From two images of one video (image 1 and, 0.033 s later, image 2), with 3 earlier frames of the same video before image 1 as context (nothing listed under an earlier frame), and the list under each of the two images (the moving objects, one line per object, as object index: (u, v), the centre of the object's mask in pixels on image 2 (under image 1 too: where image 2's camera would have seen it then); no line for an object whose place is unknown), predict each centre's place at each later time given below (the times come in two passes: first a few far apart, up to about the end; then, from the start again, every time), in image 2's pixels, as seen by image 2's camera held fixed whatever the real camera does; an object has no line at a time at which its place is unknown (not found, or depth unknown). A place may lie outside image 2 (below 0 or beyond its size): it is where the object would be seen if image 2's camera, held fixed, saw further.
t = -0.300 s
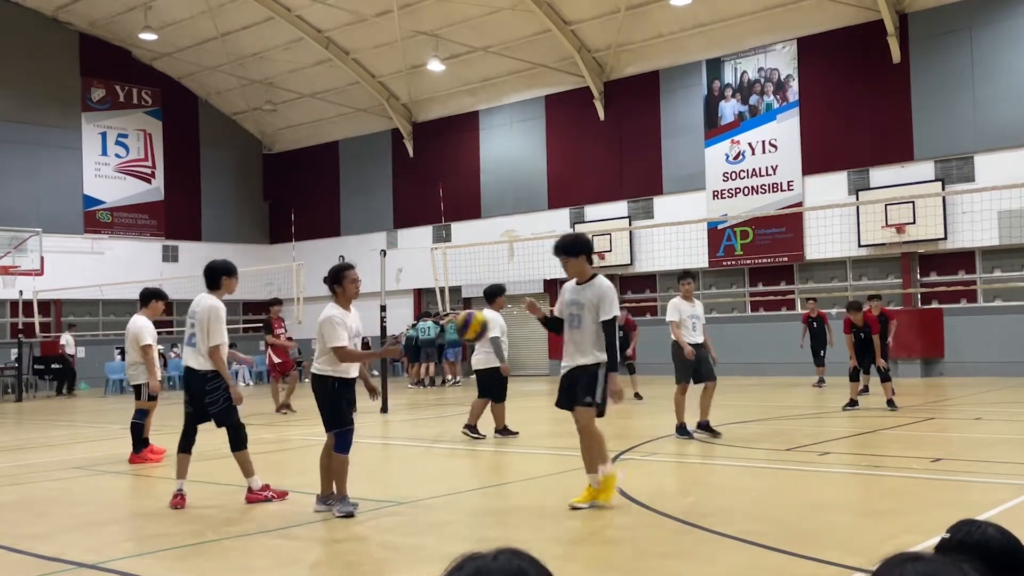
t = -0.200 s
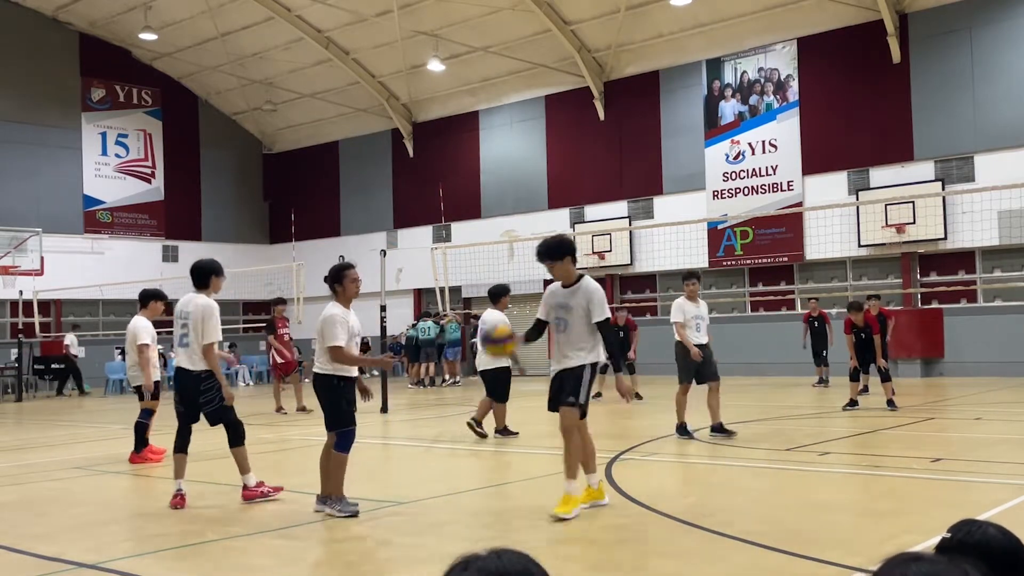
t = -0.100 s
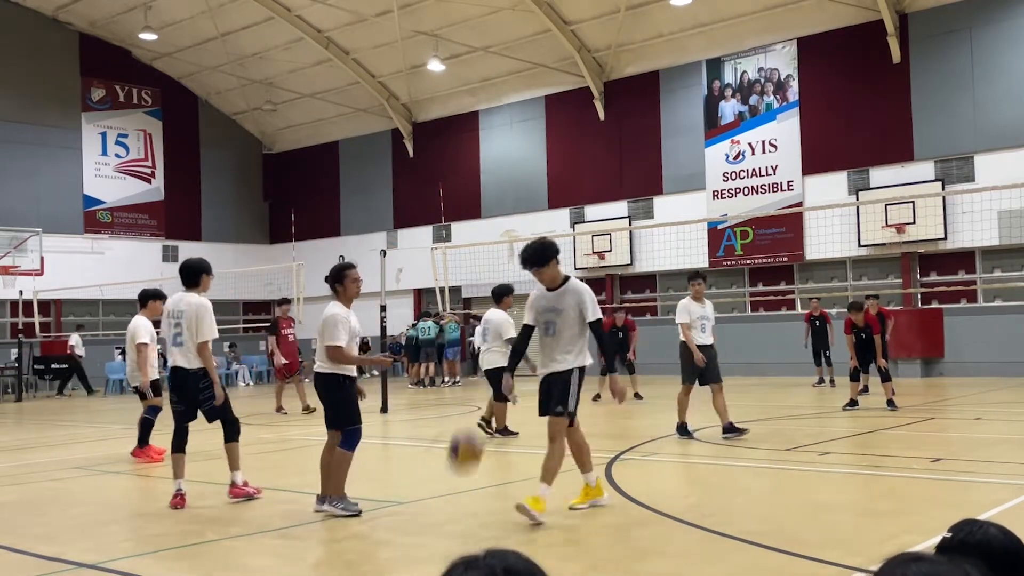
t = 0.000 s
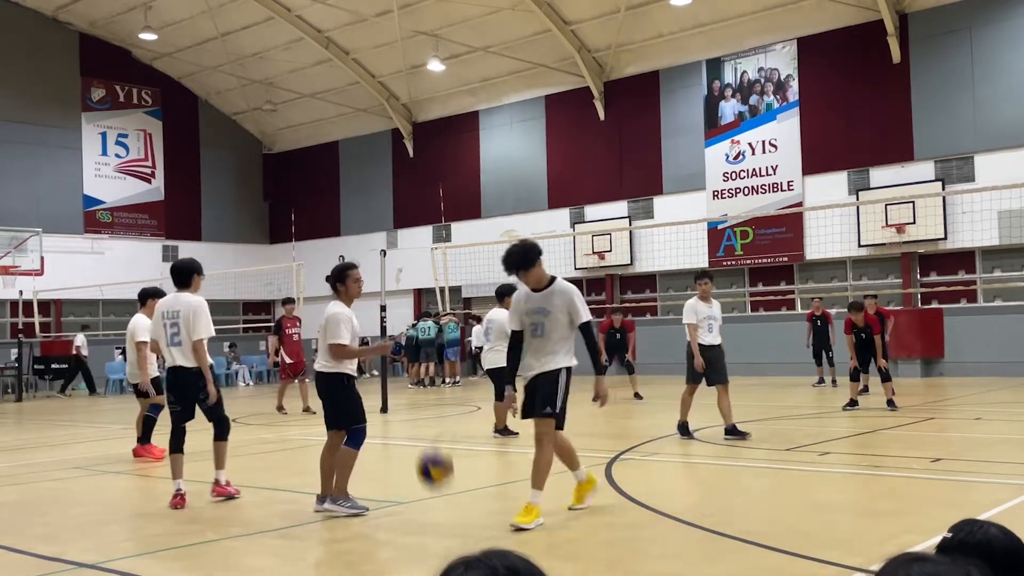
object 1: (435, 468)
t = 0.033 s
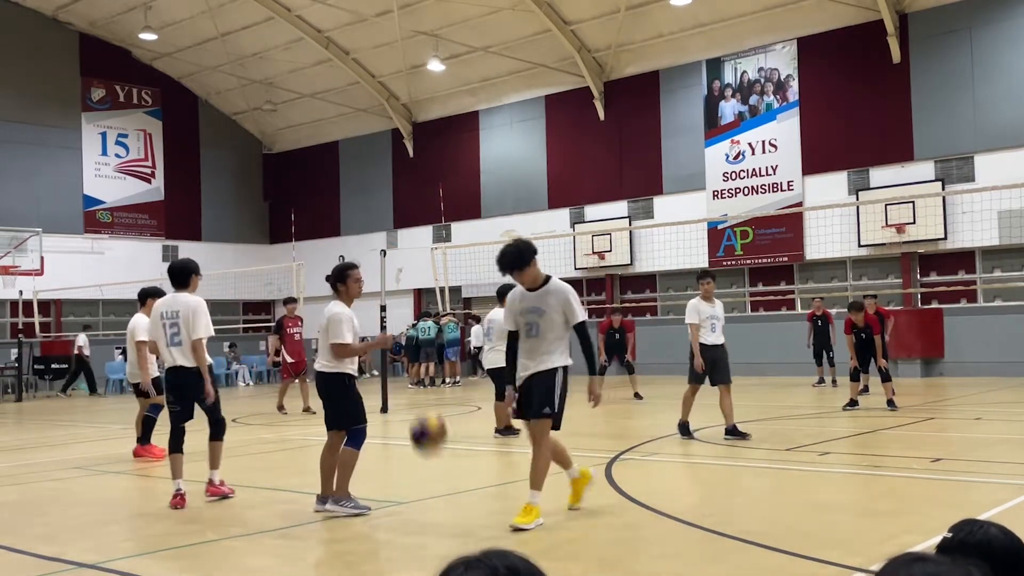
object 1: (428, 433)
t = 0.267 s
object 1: (380, 242)
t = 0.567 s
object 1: (313, 127)
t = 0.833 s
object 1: (252, 160)
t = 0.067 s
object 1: (421, 401)
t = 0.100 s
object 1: (416, 368)
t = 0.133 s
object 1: (409, 344)
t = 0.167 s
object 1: (402, 313)
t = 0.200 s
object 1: (394, 289)
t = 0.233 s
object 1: (387, 265)
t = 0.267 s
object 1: (380, 242)
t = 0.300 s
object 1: (373, 221)
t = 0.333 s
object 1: (366, 203)
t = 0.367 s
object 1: (358, 187)
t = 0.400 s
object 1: (351, 172)
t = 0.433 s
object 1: (343, 159)
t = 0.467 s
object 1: (335, 148)
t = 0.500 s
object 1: (328, 139)
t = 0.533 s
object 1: (321, 132)
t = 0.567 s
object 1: (313, 127)
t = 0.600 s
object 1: (306, 123)
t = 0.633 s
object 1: (300, 121)
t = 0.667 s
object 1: (291, 122)
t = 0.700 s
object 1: (284, 125)
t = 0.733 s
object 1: (275, 131)
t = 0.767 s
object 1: (267, 139)
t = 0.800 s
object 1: (259, 149)
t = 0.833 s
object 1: (252, 160)
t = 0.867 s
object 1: (244, 175)
